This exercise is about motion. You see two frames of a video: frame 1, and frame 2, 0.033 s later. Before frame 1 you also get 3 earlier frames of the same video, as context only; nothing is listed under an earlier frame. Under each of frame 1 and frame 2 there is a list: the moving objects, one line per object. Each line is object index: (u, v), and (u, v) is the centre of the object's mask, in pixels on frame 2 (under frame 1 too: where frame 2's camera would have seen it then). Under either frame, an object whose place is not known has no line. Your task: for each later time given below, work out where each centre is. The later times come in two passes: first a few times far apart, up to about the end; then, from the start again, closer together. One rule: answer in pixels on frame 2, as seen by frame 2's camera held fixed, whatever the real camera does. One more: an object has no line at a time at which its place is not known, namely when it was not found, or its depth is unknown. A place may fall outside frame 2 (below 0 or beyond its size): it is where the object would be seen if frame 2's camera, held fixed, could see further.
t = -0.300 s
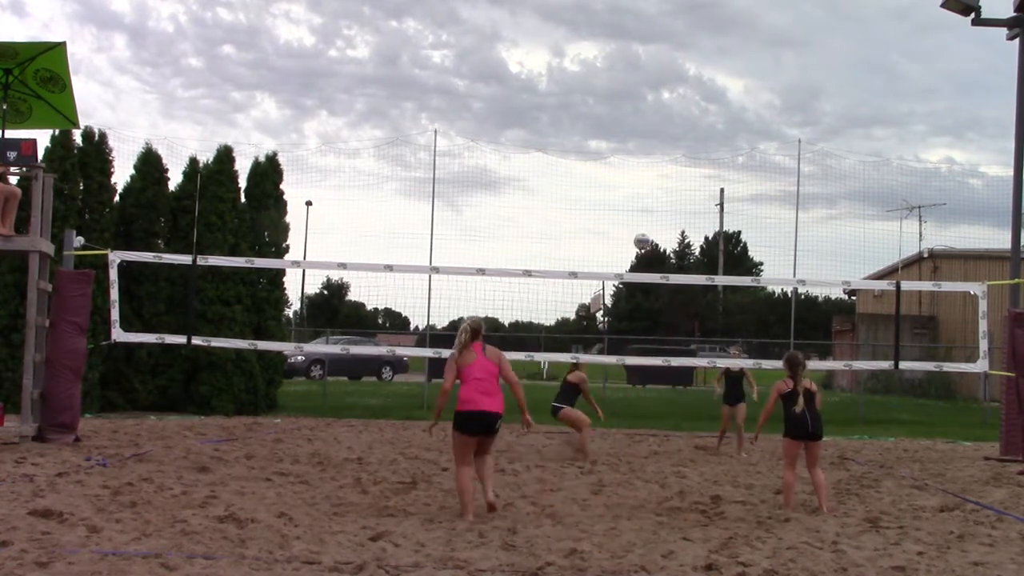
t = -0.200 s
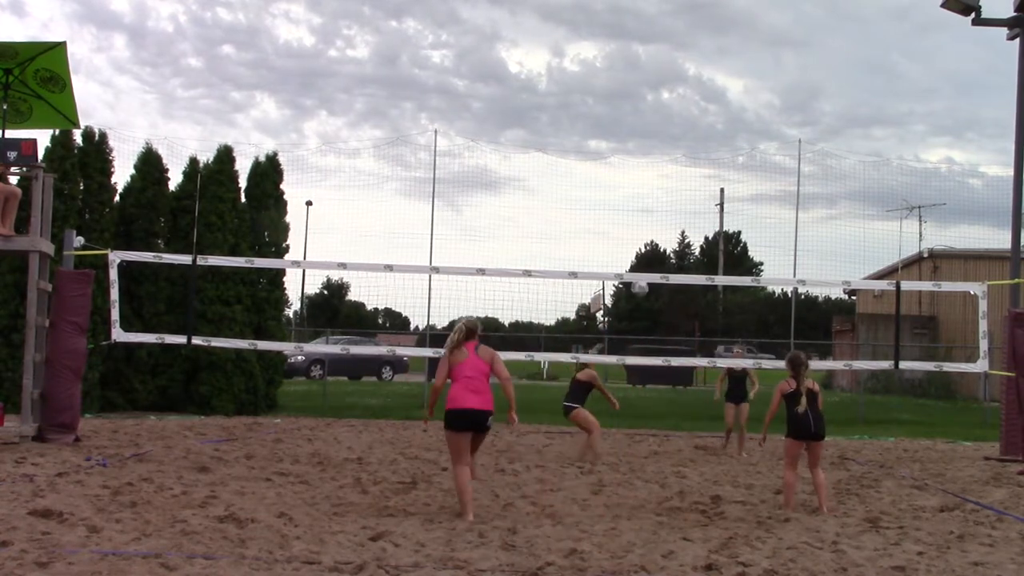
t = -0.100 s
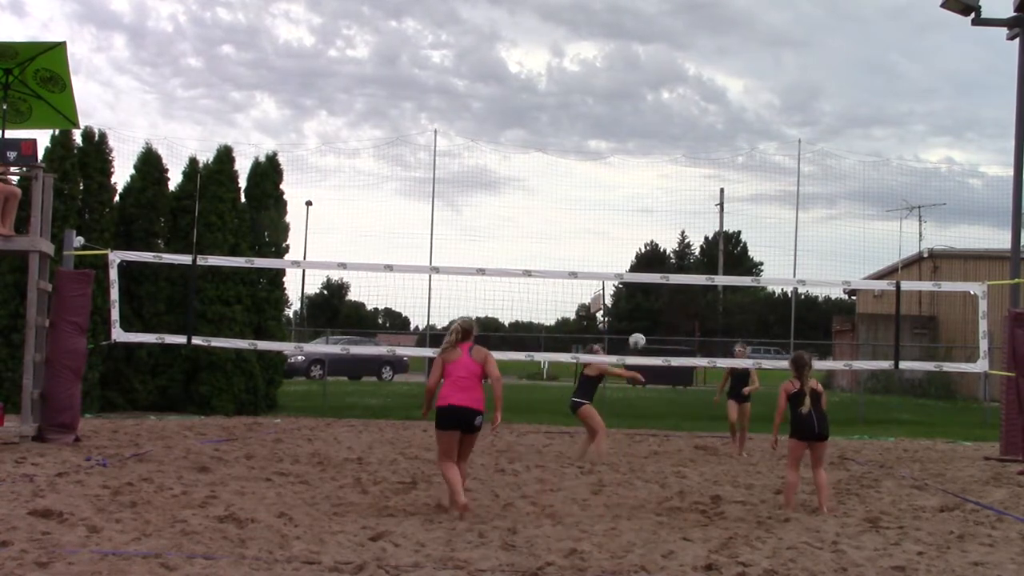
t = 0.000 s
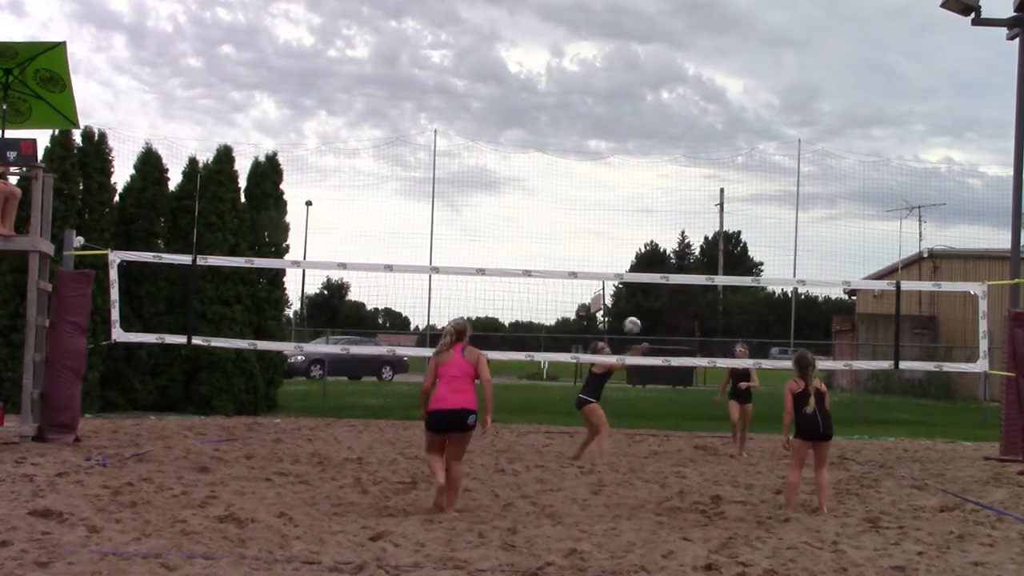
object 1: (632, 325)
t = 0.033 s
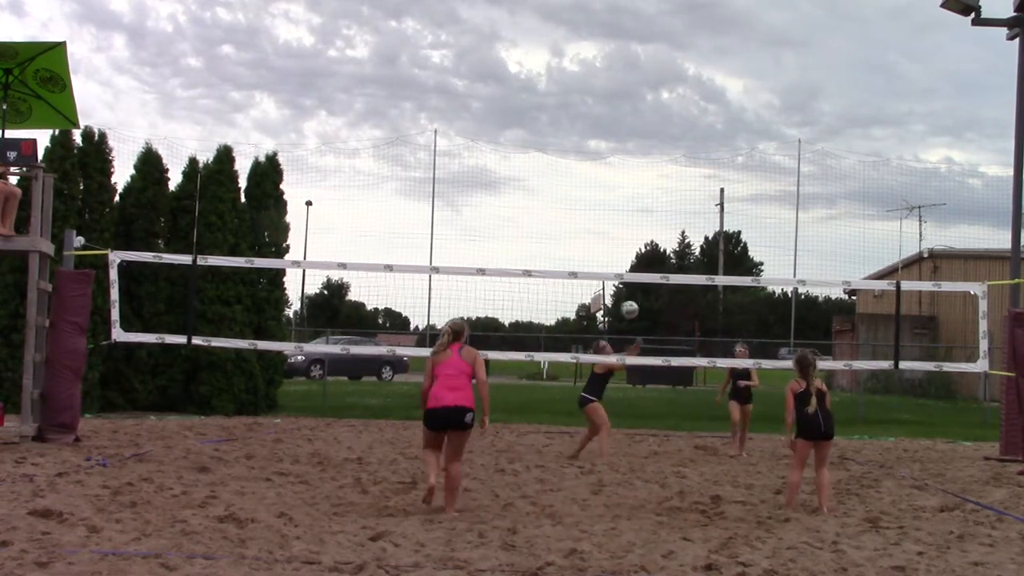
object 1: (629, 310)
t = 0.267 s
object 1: (608, 218)
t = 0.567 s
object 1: (567, 156)
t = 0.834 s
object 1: (516, 172)
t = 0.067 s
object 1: (626, 294)
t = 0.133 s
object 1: (620, 265)
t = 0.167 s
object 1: (617, 253)
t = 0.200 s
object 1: (614, 241)
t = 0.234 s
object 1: (611, 229)
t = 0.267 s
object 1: (608, 218)
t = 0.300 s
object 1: (604, 208)
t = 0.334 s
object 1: (600, 198)
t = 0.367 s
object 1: (596, 189)
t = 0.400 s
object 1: (591, 182)
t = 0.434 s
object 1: (587, 175)
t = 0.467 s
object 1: (583, 169)
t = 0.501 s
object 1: (577, 164)
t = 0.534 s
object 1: (573, 159)
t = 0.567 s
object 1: (567, 156)
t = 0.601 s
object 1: (562, 155)
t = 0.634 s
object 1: (556, 153)
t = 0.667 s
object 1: (550, 153)
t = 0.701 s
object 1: (544, 154)
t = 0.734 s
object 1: (538, 158)
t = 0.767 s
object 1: (531, 160)
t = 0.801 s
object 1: (524, 165)
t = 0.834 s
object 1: (516, 172)
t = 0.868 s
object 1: (509, 180)
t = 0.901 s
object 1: (501, 190)
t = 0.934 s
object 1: (494, 201)
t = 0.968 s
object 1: (485, 214)
